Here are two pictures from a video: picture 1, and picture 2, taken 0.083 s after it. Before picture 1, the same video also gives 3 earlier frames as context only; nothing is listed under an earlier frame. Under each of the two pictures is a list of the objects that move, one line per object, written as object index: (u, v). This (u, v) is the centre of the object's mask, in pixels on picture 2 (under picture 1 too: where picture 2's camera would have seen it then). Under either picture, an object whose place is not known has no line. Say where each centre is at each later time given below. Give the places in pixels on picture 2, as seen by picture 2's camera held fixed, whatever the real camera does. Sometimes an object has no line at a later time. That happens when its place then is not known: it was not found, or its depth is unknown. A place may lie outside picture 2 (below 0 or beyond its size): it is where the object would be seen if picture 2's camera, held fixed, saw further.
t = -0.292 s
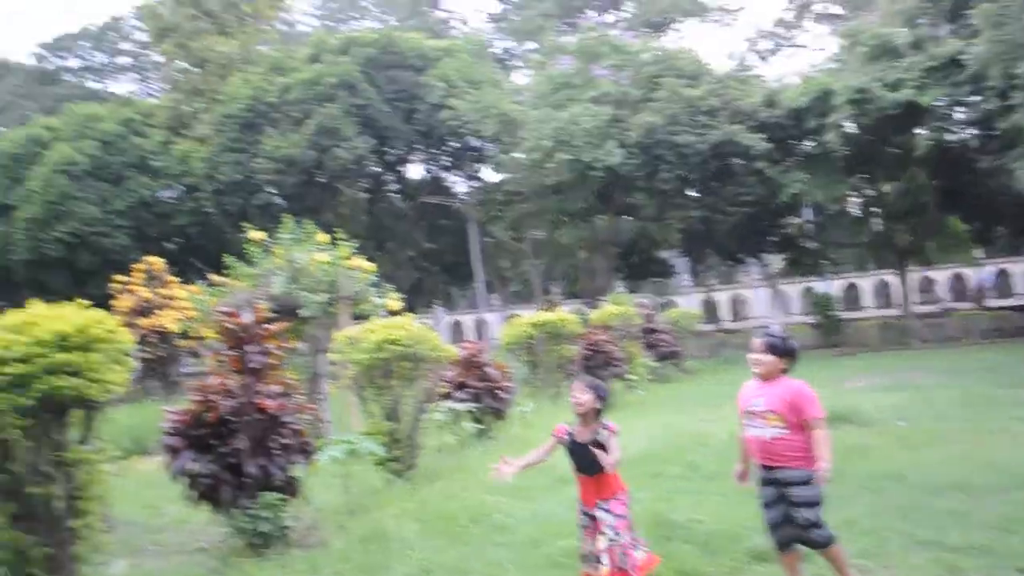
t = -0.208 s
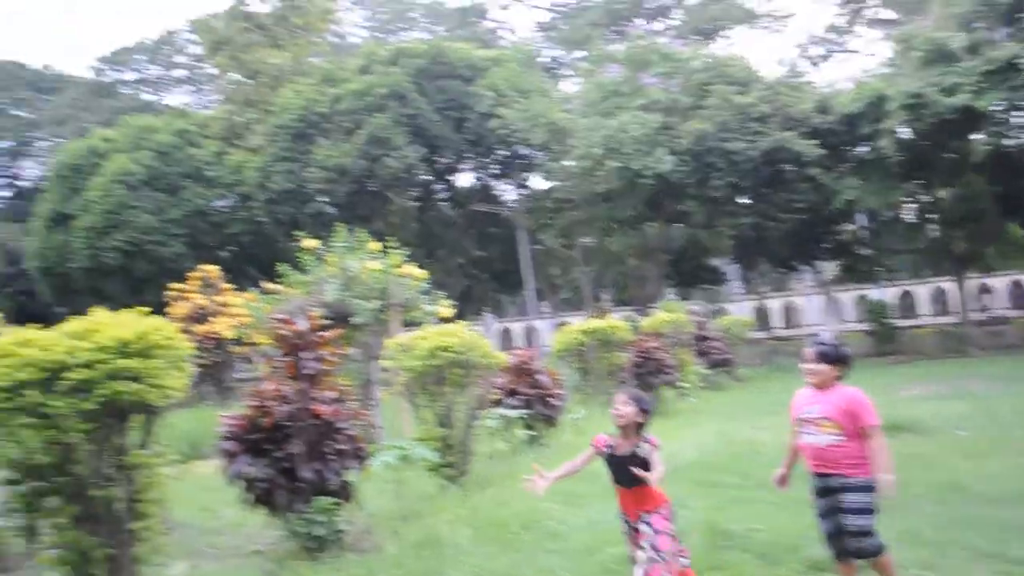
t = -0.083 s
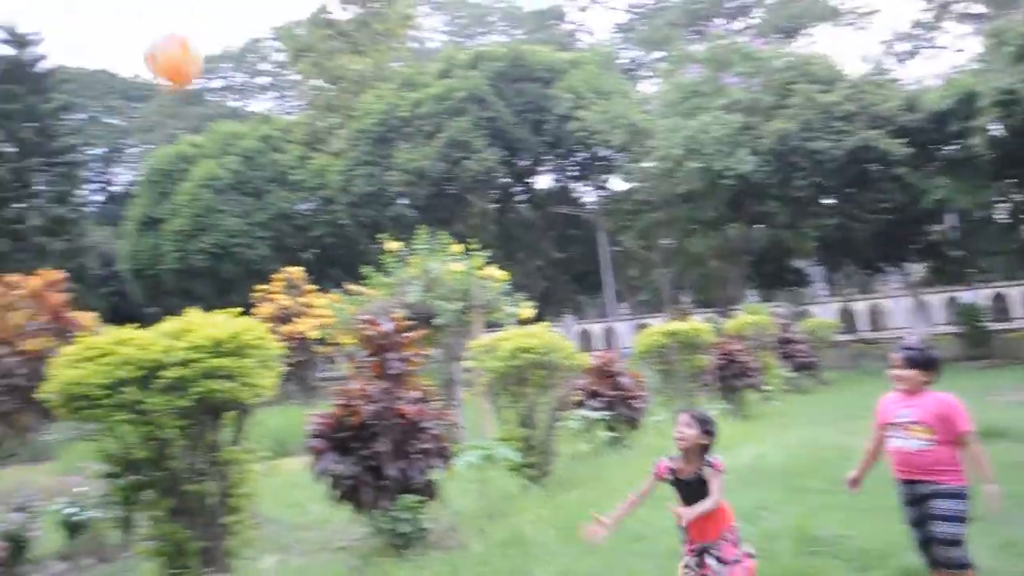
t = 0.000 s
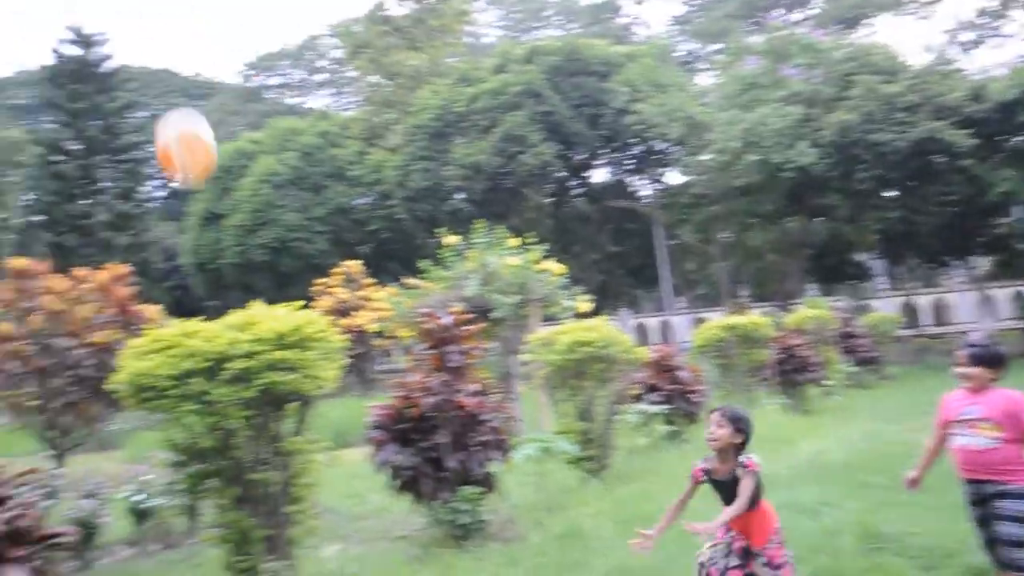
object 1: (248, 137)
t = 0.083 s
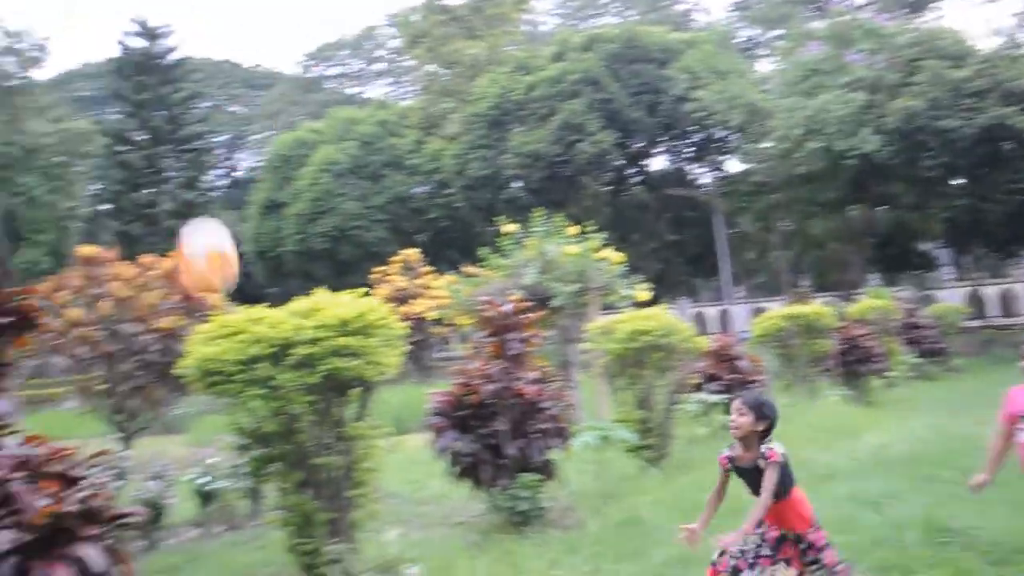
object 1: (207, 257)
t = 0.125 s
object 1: (187, 327)
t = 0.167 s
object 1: (170, 400)
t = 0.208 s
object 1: (154, 484)
